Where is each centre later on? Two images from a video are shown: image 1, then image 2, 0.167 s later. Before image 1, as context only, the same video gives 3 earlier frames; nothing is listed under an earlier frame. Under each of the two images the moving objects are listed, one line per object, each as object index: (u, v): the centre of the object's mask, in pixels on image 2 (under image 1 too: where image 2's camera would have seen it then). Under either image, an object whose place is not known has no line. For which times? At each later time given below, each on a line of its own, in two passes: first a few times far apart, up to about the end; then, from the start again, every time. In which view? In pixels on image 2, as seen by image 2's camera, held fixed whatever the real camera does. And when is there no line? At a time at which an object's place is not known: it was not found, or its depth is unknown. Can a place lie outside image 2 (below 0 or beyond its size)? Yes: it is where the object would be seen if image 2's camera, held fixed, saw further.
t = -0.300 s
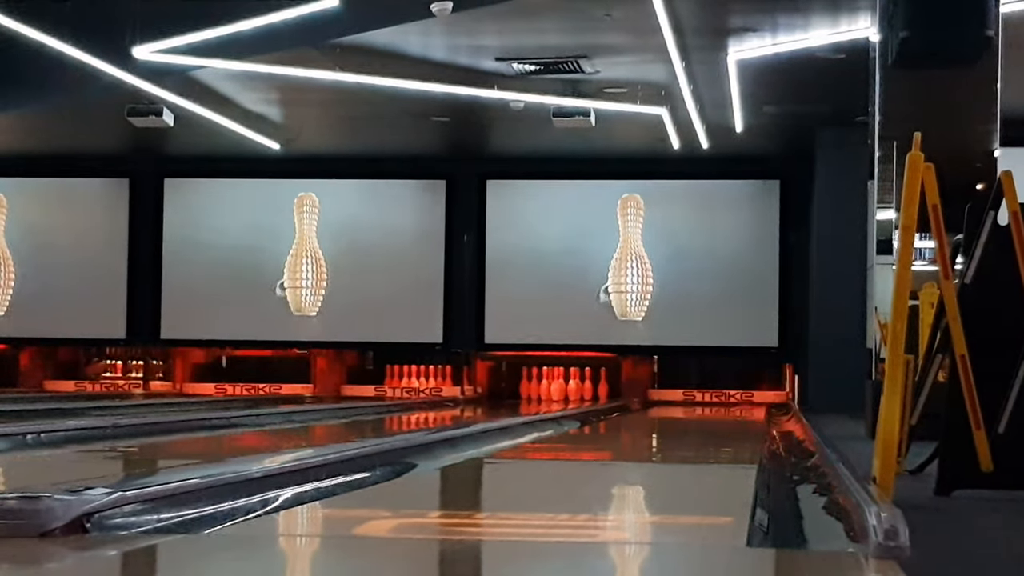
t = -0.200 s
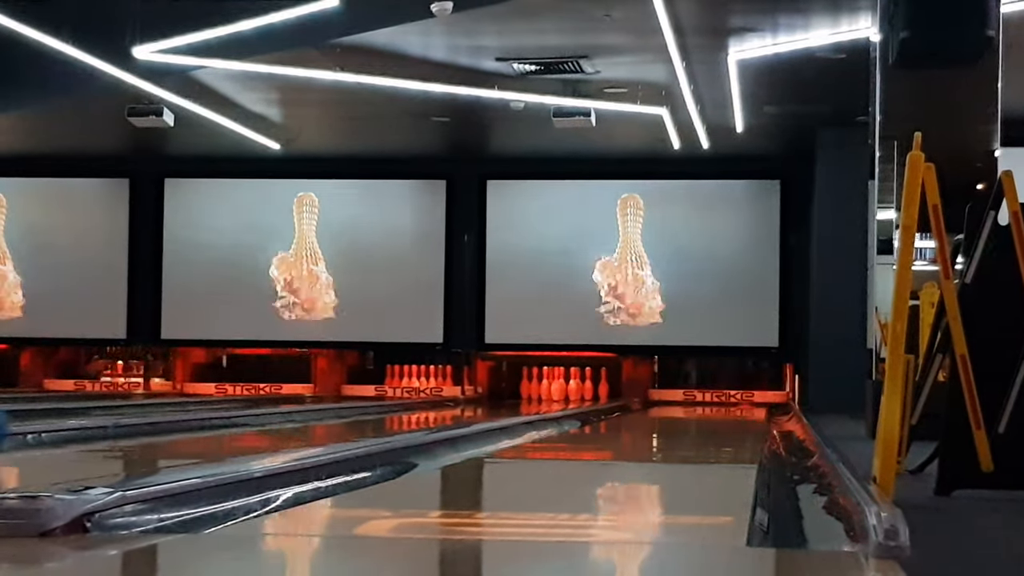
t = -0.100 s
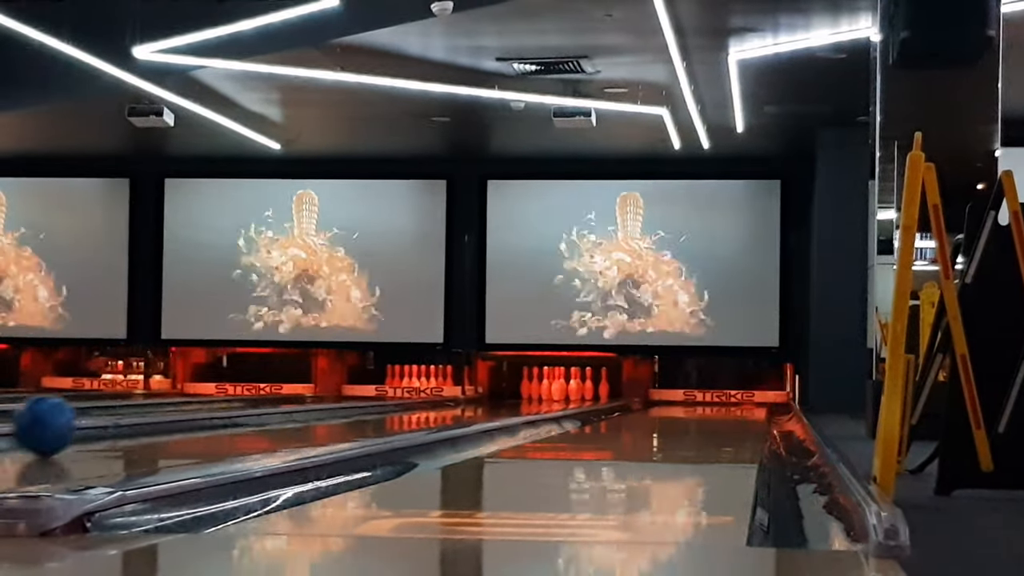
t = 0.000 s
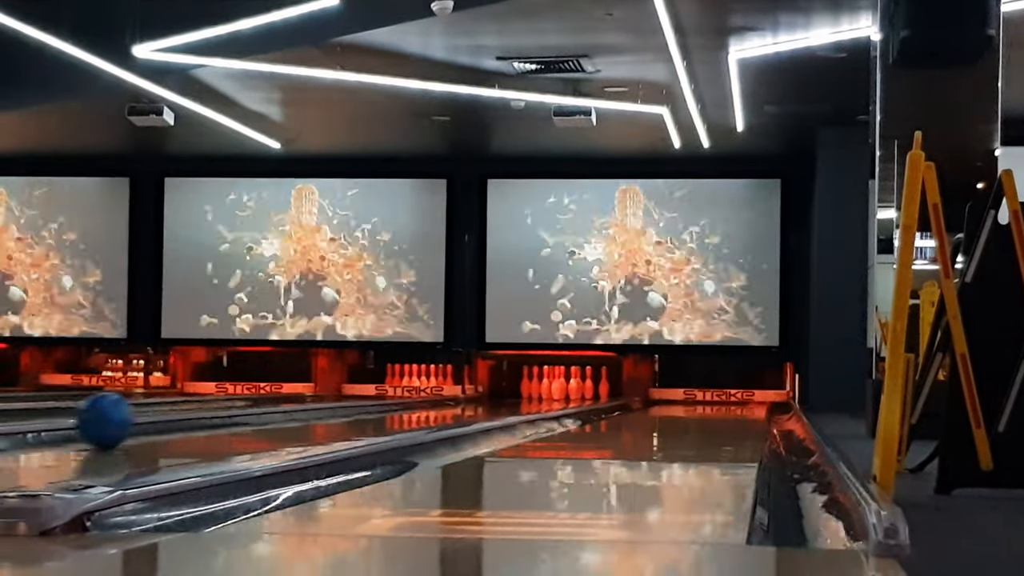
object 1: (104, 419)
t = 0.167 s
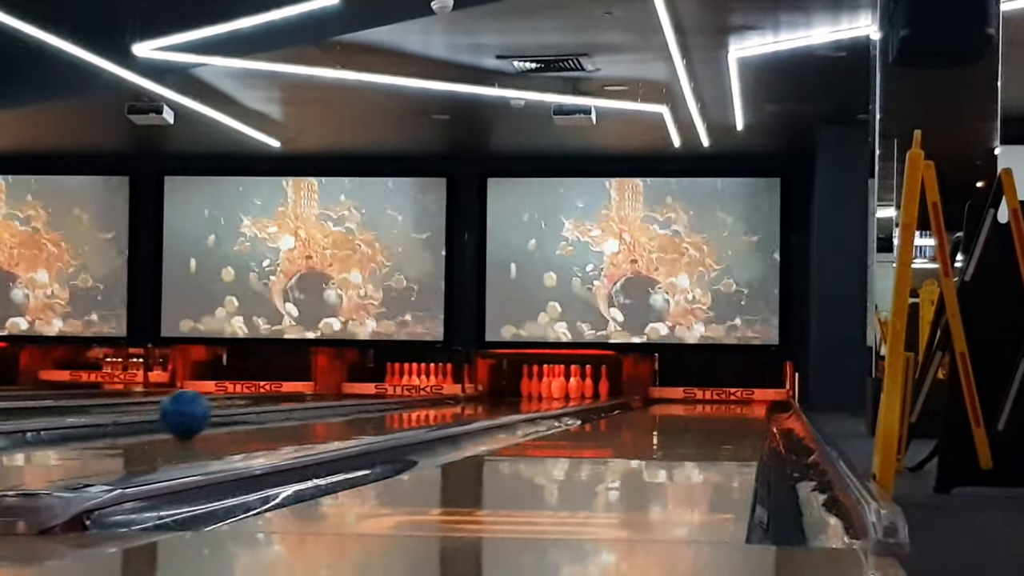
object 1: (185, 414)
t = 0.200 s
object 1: (199, 413)
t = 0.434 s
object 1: (279, 408)
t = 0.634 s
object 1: (332, 404)
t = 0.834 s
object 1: (375, 401)
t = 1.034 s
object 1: (408, 399)
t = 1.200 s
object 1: (432, 398)
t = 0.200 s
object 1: (199, 413)
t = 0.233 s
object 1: (212, 412)
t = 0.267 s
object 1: (224, 411)
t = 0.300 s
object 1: (236, 411)
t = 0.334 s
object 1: (248, 410)
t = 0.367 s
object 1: (259, 409)
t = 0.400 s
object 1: (269, 408)
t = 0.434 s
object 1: (279, 408)
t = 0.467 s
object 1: (289, 407)
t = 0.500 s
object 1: (298, 406)
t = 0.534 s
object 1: (308, 406)
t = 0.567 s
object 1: (316, 405)
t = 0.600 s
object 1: (324, 404)
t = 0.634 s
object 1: (332, 404)
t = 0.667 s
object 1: (340, 403)
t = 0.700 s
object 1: (347, 403)
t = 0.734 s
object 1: (354, 403)
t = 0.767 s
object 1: (361, 402)
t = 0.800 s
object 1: (368, 402)
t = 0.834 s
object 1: (375, 401)
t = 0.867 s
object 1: (381, 401)
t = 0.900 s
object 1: (387, 401)
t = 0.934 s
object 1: (392, 400)
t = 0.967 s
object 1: (398, 400)
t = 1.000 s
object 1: (403, 399)
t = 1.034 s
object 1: (408, 399)
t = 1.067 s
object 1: (413, 399)
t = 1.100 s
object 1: (418, 398)
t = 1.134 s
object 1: (424, 398)
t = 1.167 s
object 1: (428, 398)
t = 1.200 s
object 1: (432, 398)
